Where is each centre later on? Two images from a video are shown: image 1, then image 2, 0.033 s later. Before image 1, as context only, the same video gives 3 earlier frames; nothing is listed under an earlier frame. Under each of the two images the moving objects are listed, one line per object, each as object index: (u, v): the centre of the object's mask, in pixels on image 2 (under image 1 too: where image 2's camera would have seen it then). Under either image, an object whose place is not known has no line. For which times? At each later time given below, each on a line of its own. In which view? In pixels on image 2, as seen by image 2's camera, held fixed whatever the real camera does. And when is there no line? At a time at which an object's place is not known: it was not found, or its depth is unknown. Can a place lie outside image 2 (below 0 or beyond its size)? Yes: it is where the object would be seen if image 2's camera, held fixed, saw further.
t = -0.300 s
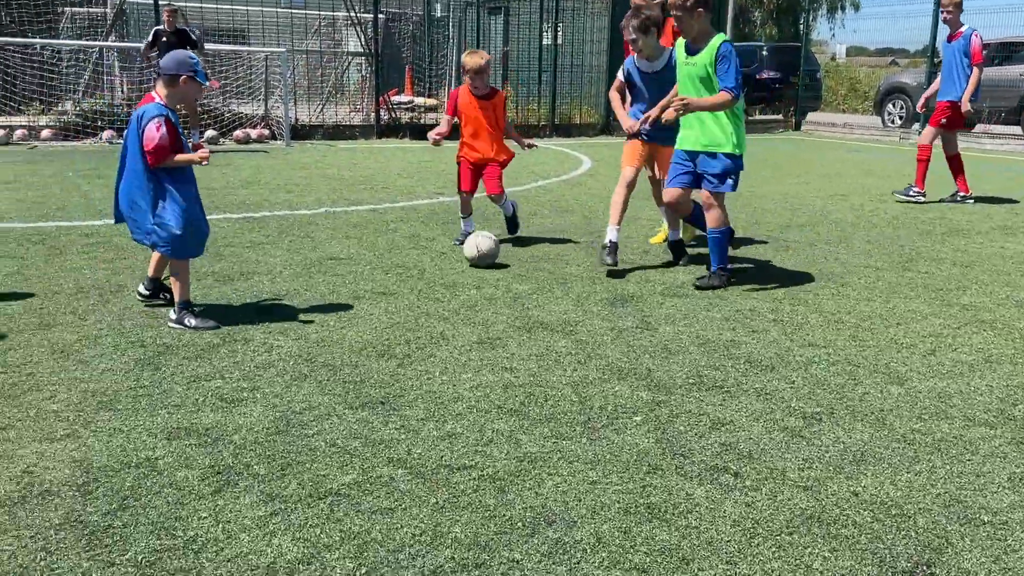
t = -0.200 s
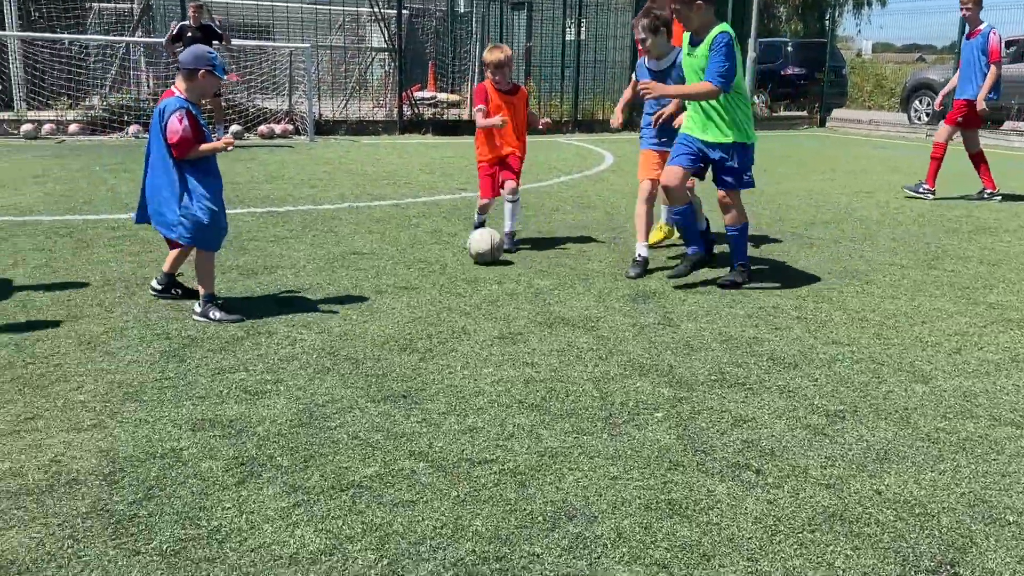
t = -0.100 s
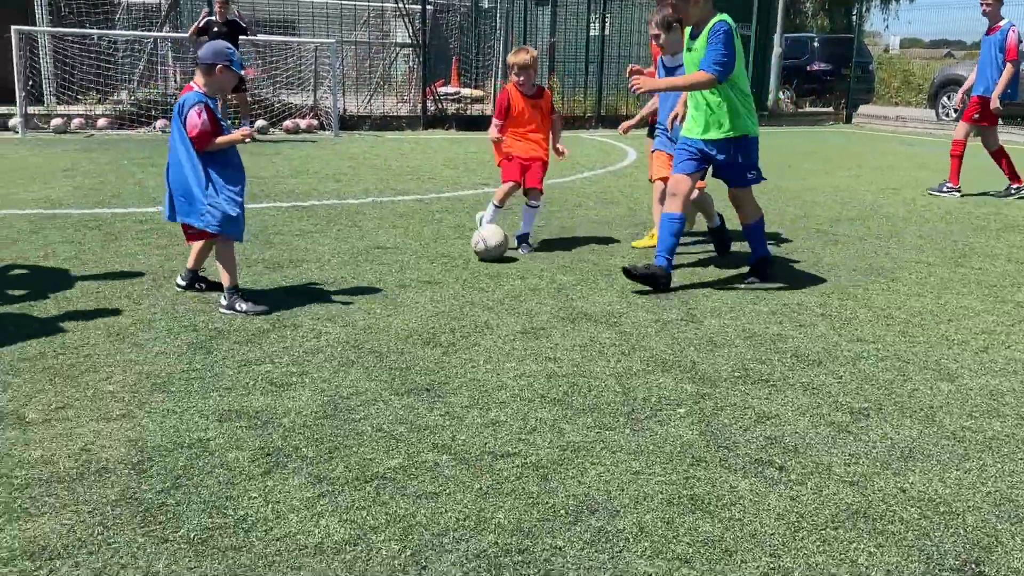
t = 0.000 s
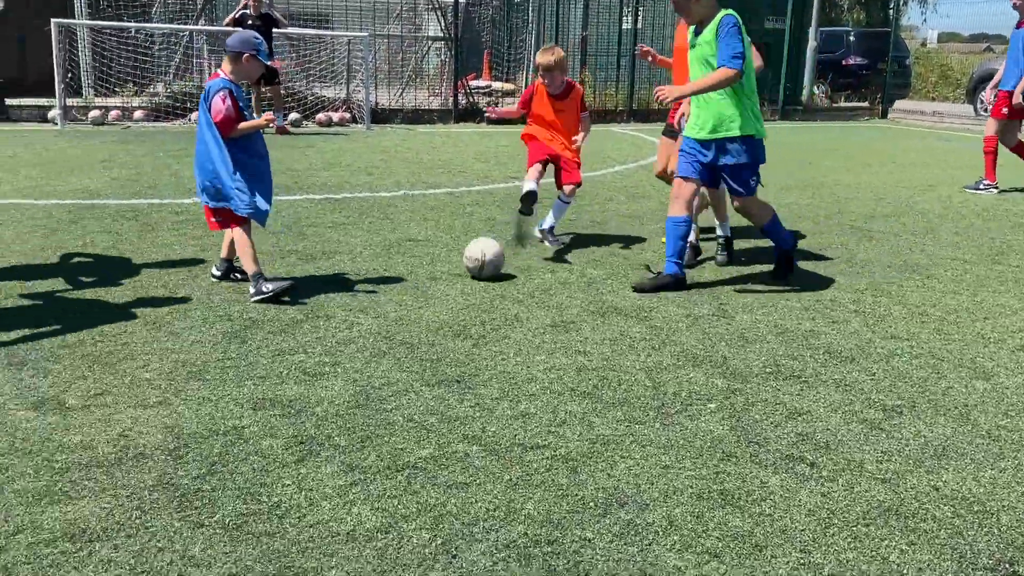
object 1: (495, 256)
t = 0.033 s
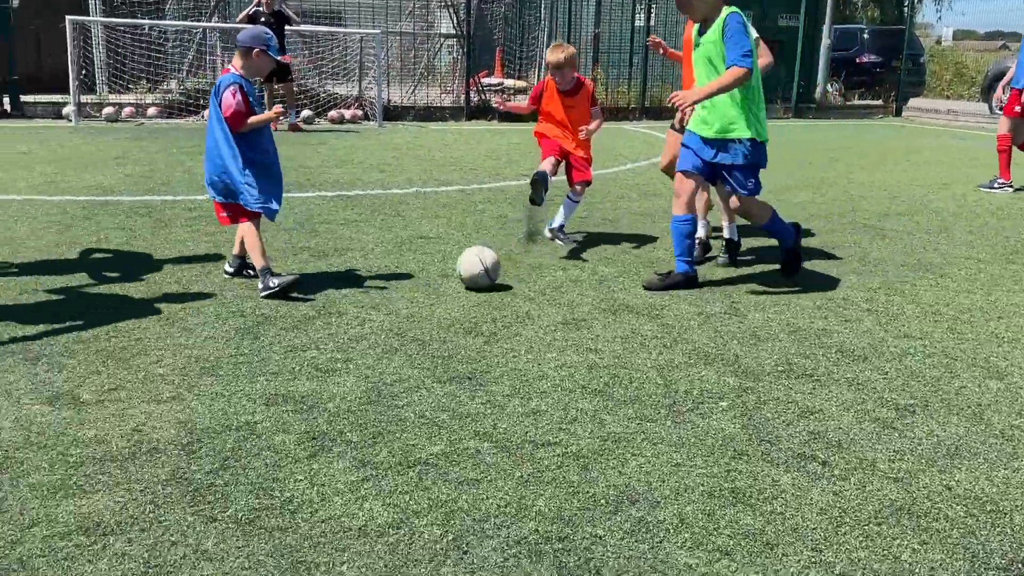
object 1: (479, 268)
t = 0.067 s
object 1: (460, 279)
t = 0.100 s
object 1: (439, 294)
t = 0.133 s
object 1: (415, 307)
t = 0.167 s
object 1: (389, 324)
